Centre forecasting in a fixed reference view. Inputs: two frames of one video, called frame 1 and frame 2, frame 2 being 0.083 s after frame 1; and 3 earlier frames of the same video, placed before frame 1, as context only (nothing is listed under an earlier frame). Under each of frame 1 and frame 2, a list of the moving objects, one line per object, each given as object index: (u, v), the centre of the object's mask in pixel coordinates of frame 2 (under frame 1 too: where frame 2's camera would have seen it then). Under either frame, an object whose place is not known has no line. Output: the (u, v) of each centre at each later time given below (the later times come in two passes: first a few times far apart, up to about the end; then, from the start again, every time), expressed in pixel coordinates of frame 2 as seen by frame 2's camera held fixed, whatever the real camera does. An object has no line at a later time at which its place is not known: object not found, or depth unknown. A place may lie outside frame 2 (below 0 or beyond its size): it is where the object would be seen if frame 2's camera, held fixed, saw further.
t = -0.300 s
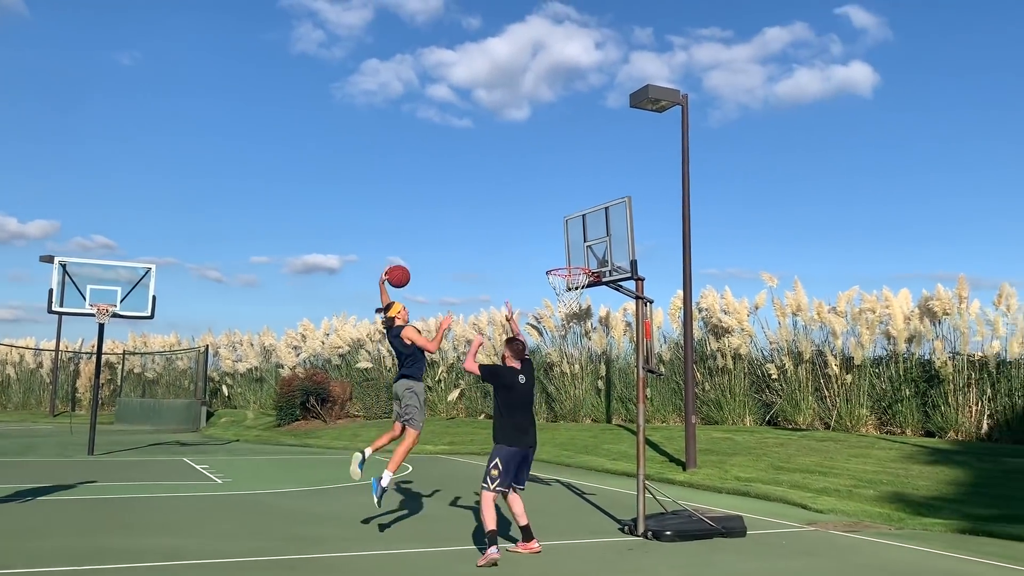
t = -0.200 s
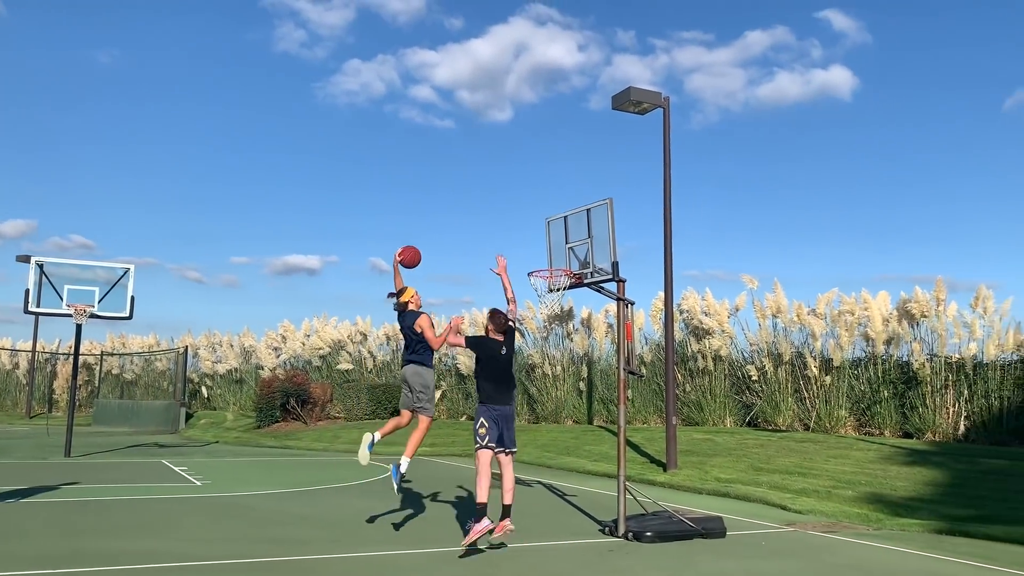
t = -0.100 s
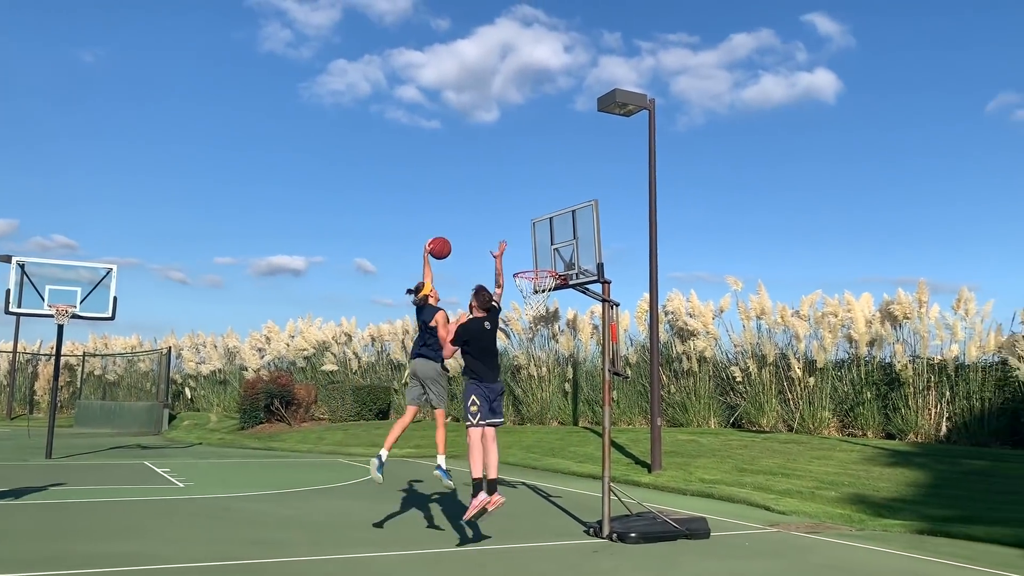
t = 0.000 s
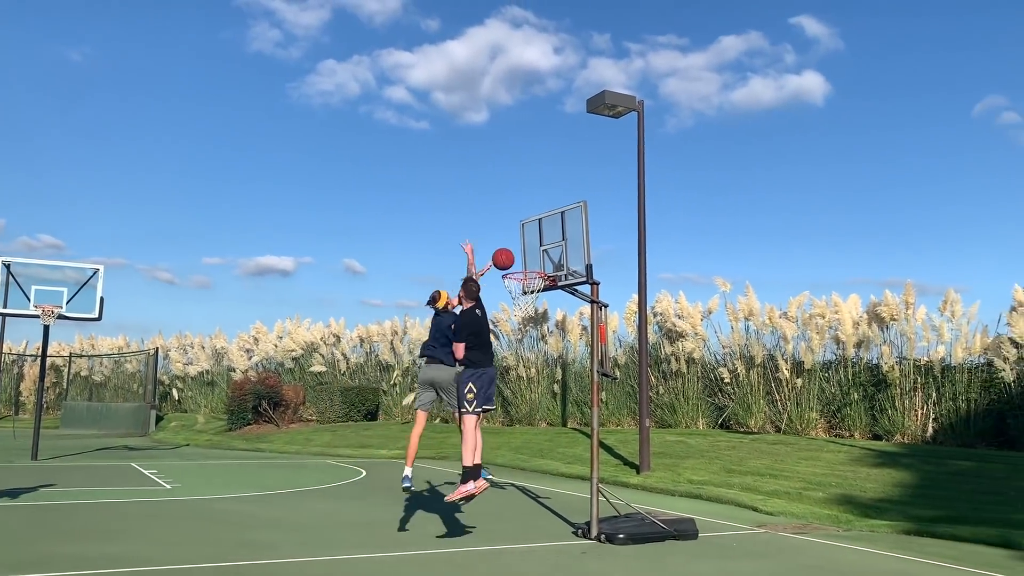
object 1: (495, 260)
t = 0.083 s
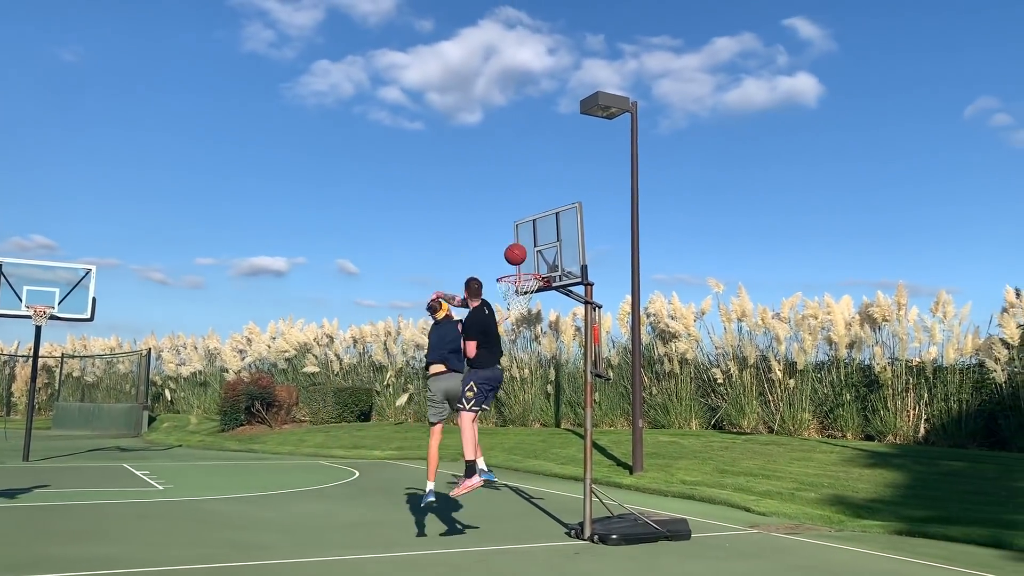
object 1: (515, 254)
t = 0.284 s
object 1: (422, 182)
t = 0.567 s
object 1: (284, 143)
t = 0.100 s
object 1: (508, 247)
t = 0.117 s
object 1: (500, 240)
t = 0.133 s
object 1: (493, 233)
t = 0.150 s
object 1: (485, 226)
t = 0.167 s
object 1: (477, 220)
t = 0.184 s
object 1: (470, 214)
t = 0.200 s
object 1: (462, 208)
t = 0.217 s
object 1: (454, 202)
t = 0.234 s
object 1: (446, 197)
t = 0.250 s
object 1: (438, 192)
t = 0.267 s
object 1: (430, 187)
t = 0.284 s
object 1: (422, 182)
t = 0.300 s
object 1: (414, 178)
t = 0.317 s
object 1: (406, 174)
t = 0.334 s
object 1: (398, 170)
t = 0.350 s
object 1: (390, 167)
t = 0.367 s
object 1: (382, 163)
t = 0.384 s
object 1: (374, 160)
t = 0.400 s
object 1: (366, 157)
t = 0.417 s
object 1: (358, 154)
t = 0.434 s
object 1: (350, 152)
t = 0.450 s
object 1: (342, 150)
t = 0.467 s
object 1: (333, 148)
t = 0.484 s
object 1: (325, 146)
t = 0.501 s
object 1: (317, 145)
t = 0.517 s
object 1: (309, 144)
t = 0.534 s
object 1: (300, 144)
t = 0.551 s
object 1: (292, 143)
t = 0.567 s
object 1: (284, 143)
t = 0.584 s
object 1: (276, 143)
